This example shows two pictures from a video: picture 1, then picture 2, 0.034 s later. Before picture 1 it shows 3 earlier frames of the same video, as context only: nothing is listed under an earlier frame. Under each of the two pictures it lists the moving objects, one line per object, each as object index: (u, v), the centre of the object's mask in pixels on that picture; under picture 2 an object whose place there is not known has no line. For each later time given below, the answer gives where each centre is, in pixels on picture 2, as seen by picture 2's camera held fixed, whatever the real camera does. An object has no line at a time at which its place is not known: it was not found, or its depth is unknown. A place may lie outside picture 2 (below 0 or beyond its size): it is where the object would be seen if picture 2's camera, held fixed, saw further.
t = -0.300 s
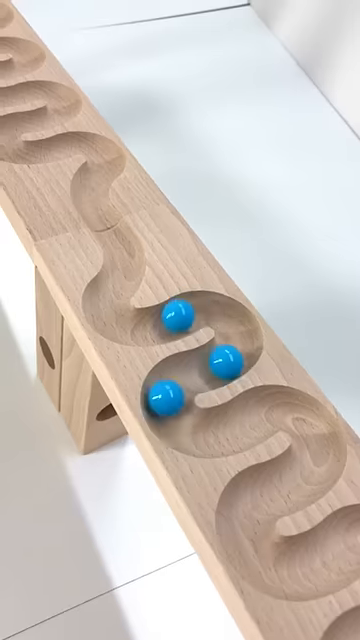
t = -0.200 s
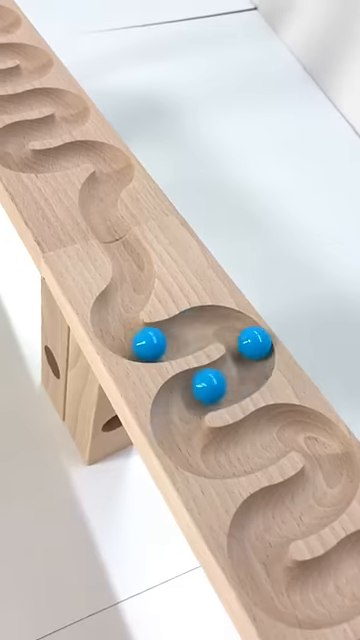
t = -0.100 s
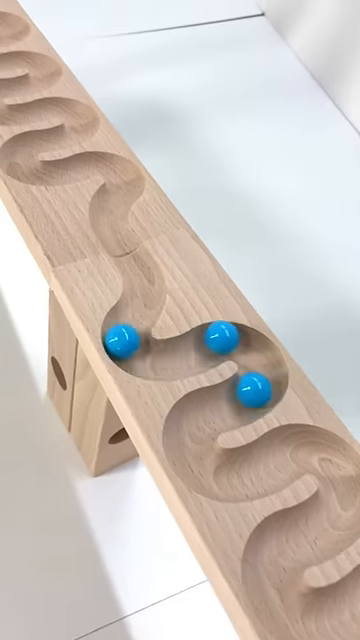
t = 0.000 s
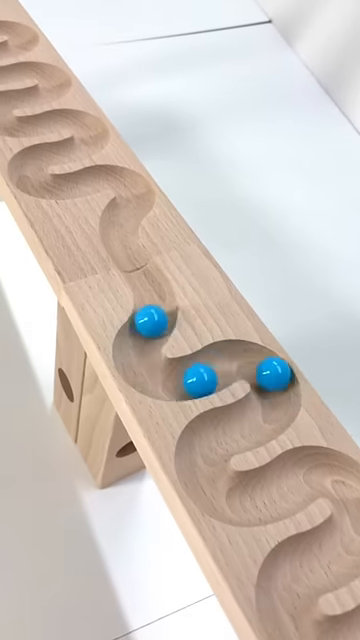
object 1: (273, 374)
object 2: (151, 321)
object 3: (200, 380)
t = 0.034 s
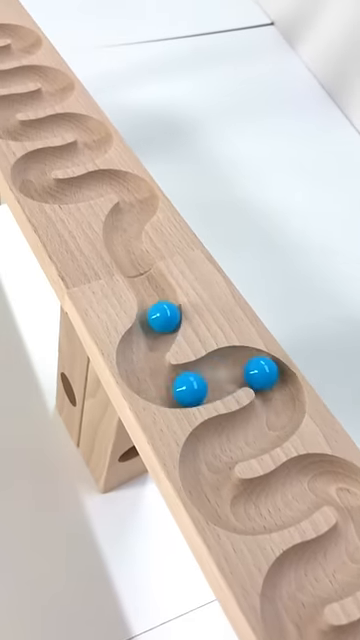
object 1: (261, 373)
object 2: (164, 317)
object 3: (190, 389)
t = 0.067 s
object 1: (242, 364)
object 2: (164, 306)
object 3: (172, 385)
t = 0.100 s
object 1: (226, 363)
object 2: (156, 295)
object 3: (153, 384)
